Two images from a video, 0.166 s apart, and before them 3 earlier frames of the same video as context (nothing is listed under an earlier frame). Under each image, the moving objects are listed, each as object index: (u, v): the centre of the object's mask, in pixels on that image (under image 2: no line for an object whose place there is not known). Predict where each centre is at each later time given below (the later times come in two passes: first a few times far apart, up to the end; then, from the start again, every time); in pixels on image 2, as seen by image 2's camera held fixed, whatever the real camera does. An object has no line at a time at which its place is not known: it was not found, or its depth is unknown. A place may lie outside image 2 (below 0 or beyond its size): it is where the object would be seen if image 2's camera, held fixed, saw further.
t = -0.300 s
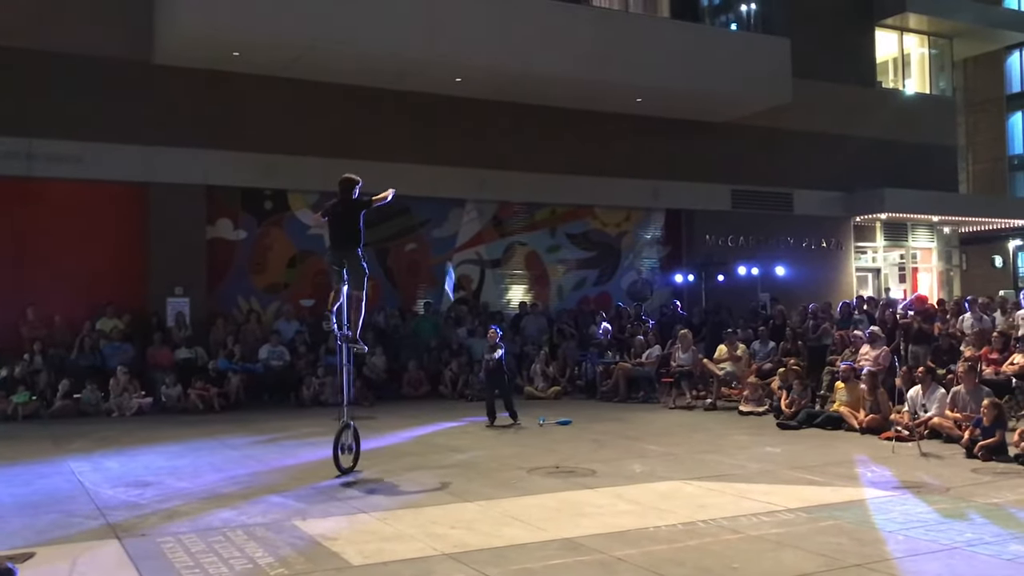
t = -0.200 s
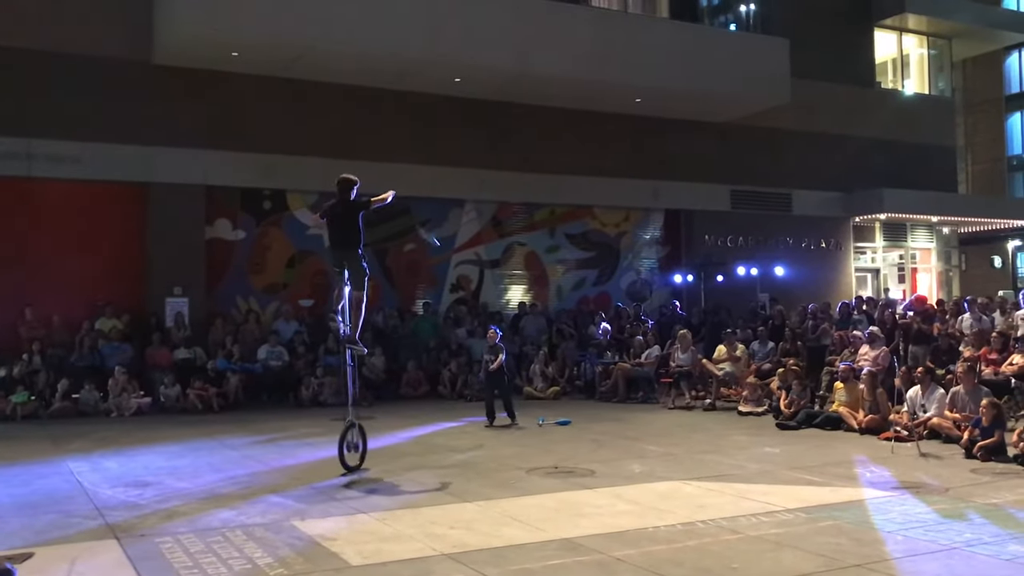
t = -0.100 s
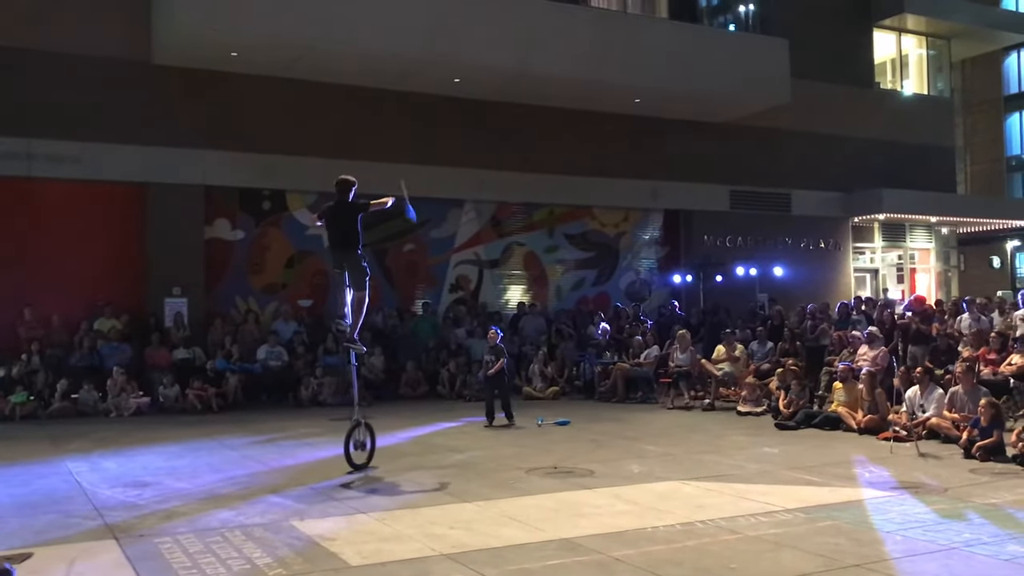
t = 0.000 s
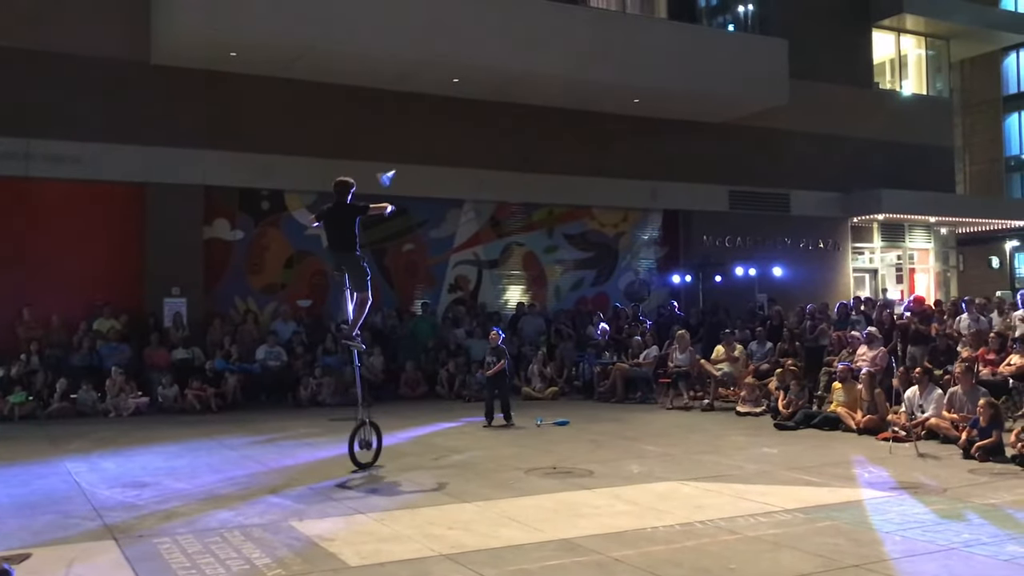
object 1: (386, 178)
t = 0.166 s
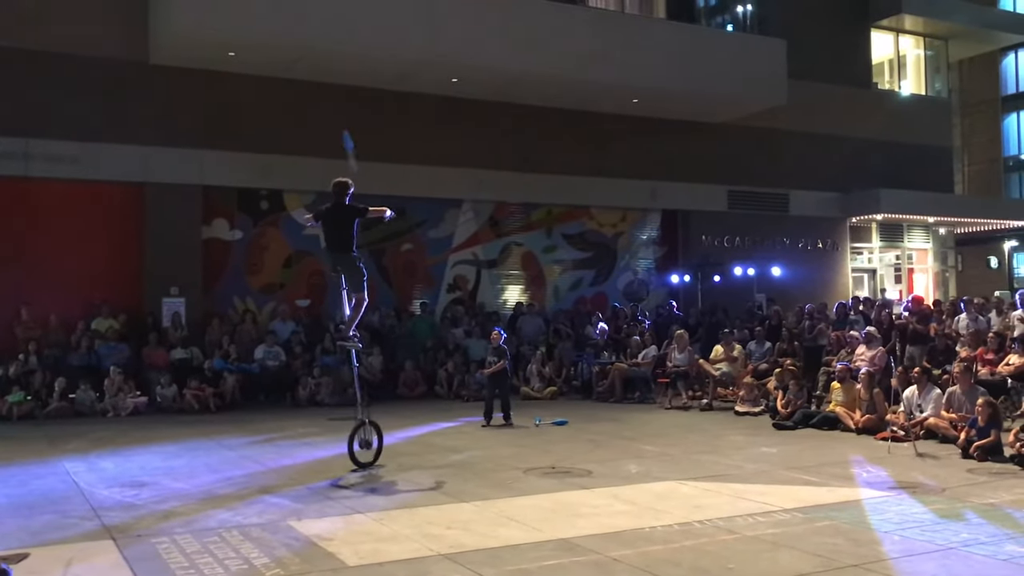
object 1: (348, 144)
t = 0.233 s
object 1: (334, 144)
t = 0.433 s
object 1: (291, 148)
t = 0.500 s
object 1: (276, 159)
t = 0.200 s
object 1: (342, 143)
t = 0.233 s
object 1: (334, 144)
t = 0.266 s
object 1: (326, 142)
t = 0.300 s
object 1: (320, 141)
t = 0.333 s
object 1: (313, 142)
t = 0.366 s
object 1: (305, 143)
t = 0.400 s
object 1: (298, 144)
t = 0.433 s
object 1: (291, 148)
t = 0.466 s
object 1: (284, 153)
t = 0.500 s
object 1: (276, 159)
